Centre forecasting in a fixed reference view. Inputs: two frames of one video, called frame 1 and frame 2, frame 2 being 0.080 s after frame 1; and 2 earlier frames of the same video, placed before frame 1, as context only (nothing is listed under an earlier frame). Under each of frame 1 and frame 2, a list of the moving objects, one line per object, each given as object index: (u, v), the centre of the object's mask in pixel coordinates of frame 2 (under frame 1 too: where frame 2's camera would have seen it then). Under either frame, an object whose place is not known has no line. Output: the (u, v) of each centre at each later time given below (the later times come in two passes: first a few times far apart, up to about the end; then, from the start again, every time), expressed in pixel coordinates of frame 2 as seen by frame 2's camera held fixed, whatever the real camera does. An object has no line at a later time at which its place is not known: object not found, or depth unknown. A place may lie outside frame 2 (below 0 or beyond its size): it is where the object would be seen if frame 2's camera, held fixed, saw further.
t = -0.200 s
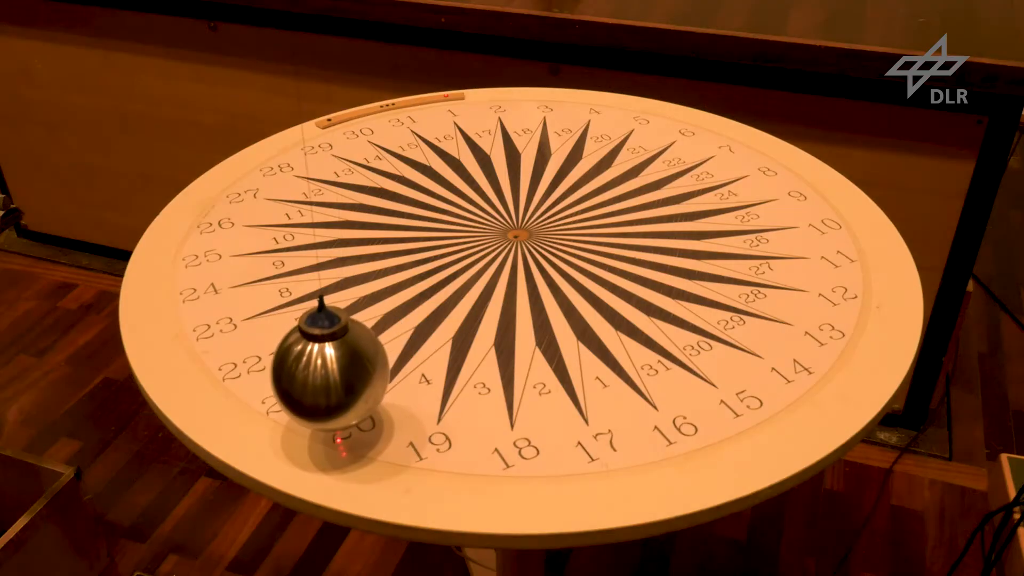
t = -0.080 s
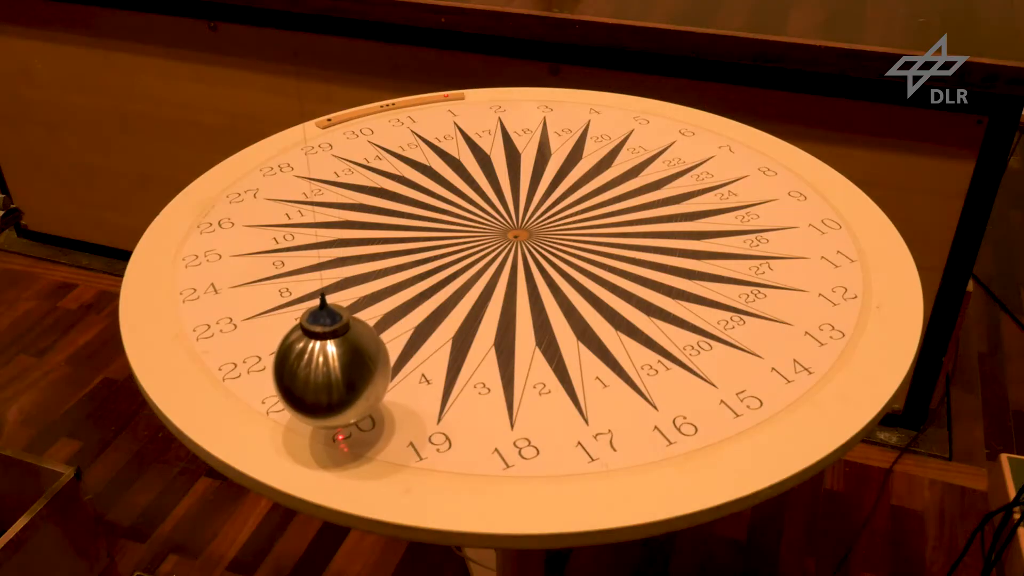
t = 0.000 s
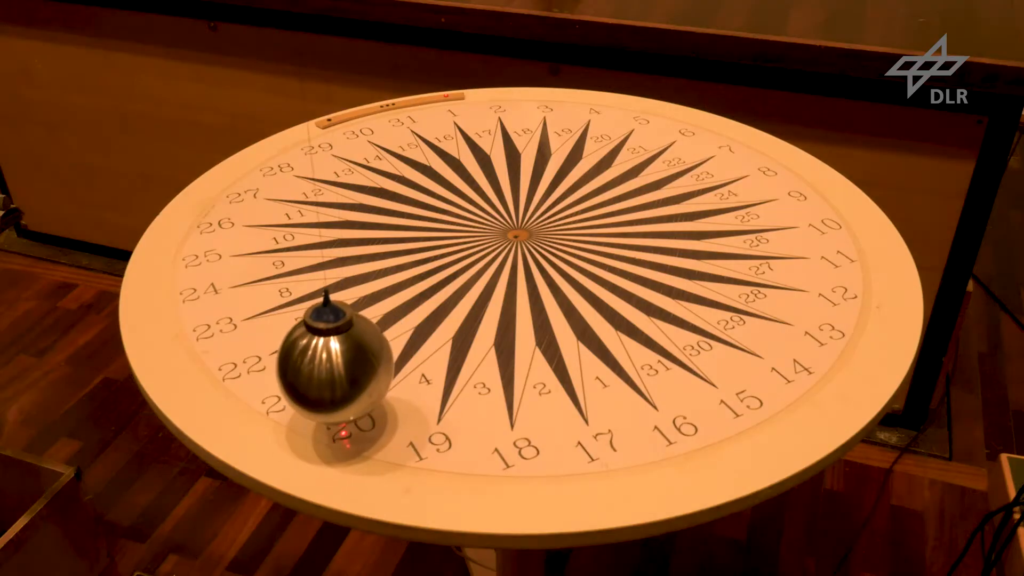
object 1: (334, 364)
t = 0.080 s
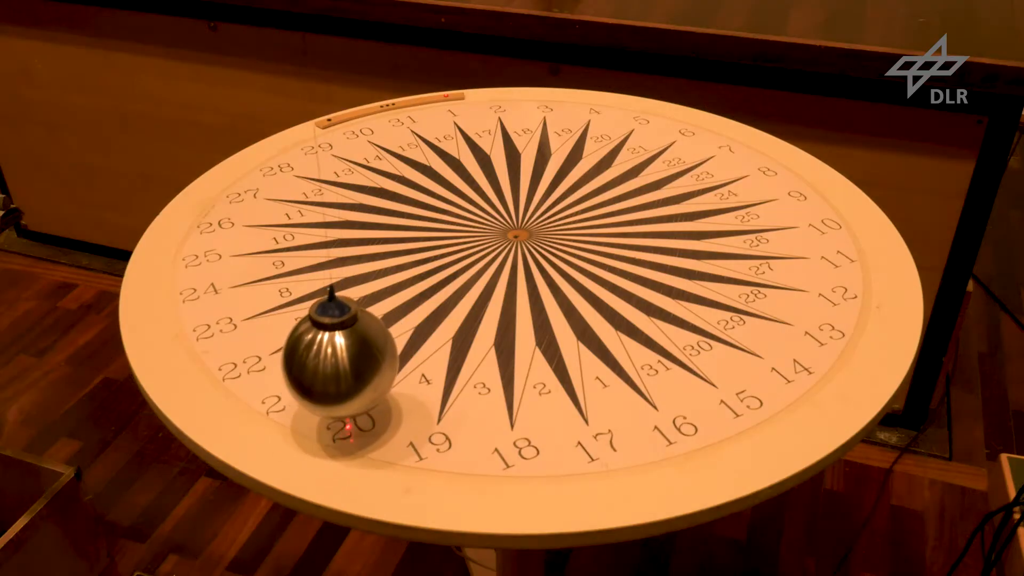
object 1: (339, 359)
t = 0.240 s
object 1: (353, 344)
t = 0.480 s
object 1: (384, 314)
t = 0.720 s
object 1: (421, 277)
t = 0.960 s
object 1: (460, 237)
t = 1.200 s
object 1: (497, 198)
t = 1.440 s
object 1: (531, 163)
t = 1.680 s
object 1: (560, 132)
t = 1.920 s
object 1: (584, 106)
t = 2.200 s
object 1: (605, 84)
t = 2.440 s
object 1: (617, 71)
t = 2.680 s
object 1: (623, 64)
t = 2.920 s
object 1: (624, 64)
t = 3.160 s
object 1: (620, 70)
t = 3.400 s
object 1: (610, 83)
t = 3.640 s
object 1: (595, 101)
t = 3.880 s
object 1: (573, 126)
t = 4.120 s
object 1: (546, 155)
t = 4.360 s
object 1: (514, 190)
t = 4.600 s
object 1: (477, 229)
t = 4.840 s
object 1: (437, 269)
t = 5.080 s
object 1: (398, 308)
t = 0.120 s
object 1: (342, 356)
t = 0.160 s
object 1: (346, 352)
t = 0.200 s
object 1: (349, 349)
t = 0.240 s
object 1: (353, 344)
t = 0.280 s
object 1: (358, 340)
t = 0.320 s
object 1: (363, 335)
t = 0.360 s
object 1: (368, 330)
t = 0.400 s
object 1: (373, 325)
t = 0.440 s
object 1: (378, 319)
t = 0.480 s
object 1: (384, 314)
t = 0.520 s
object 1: (390, 307)
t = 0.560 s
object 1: (396, 301)
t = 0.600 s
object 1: (402, 295)
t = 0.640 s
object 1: (408, 289)
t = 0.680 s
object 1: (414, 283)
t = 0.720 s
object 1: (421, 277)
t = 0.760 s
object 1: (427, 269)
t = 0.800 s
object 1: (434, 263)
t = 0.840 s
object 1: (440, 257)
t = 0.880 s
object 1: (446, 250)
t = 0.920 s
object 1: (453, 243)
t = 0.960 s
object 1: (460, 237)
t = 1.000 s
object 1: (466, 231)
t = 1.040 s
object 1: (472, 224)
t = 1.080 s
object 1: (479, 218)
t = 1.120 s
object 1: (485, 210)
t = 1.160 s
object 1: (491, 204)
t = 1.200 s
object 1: (497, 198)
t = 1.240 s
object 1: (503, 192)
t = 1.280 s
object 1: (509, 186)
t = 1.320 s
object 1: (514, 180)
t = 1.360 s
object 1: (520, 174)
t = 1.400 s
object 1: (526, 168)
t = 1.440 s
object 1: (531, 163)
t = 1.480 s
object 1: (536, 157)
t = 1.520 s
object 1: (541, 151)
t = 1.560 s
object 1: (546, 146)
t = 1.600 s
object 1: (551, 141)
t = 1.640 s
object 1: (556, 137)
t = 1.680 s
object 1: (560, 132)
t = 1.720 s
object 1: (565, 127)
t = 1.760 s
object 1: (569, 122)
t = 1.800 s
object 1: (573, 117)
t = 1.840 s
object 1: (576, 114)
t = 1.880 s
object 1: (580, 110)
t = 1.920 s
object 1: (584, 106)
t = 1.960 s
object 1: (588, 102)
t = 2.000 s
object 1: (591, 99)
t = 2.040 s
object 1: (594, 95)
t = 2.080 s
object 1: (597, 92)
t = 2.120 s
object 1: (600, 89)
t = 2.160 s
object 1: (602, 87)
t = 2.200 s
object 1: (605, 84)
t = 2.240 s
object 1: (607, 81)
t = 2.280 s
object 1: (609, 79)
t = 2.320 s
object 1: (612, 77)
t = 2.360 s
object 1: (613, 75)
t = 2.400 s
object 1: (615, 73)
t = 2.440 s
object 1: (617, 71)
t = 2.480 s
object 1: (618, 69)
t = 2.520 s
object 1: (619, 68)
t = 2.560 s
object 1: (621, 67)
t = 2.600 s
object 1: (622, 66)
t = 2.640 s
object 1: (622, 65)
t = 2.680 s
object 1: (623, 64)
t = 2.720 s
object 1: (624, 64)
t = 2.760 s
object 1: (624, 64)
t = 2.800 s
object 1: (624, 63)
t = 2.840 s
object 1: (624, 63)
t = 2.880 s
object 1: (624, 64)
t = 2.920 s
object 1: (624, 64)
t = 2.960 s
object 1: (624, 64)
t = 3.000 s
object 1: (623, 65)
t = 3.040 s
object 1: (623, 66)
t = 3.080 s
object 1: (622, 67)
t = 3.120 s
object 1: (621, 69)
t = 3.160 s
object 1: (620, 70)
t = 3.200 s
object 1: (619, 72)
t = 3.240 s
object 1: (617, 74)
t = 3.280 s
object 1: (616, 76)
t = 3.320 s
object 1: (614, 78)
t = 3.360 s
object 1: (612, 80)
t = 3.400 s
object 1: (610, 83)
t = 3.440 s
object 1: (608, 85)
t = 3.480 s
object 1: (606, 88)
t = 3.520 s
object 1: (603, 91)
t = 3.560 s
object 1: (601, 95)
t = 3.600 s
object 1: (598, 98)
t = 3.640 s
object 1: (595, 101)
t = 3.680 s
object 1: (592, 106)
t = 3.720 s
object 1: (588, 109)
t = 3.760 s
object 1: (585, 113)
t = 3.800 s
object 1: (581, 116)
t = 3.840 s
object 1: (577, 121)
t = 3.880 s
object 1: (573, 126)
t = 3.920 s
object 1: (569, 131)
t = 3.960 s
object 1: (565, 135)
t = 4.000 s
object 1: (561, 141)
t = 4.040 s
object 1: (556, 145)
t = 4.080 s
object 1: (551, 150)
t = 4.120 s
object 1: (546, 155)
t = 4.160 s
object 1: (541, 161)
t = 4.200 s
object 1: (536, 167)
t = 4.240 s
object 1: (531, 172)
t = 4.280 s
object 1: (525, 178)
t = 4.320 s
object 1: (520, 184)
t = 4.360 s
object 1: (514, 190)
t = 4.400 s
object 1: (508, 196)
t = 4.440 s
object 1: (502, 203)
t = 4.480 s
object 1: (496, 210)
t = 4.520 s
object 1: (490, 215)
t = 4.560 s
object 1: (483, 222)
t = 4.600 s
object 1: (477, 229)
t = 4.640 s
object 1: (471, 236)
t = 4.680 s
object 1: (464, 243)
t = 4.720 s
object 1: (458, 249)
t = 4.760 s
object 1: (451, 256)
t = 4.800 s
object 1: (444, 262)
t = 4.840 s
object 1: (437, 269)
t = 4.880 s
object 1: (431, 276)
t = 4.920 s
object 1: (424, 283)
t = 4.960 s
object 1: (417, 289)
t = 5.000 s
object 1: (411, 295)
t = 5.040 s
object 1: (404, 302)
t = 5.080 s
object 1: (398, 308)
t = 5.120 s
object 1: (392, 314)
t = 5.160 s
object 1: (386, 319)
